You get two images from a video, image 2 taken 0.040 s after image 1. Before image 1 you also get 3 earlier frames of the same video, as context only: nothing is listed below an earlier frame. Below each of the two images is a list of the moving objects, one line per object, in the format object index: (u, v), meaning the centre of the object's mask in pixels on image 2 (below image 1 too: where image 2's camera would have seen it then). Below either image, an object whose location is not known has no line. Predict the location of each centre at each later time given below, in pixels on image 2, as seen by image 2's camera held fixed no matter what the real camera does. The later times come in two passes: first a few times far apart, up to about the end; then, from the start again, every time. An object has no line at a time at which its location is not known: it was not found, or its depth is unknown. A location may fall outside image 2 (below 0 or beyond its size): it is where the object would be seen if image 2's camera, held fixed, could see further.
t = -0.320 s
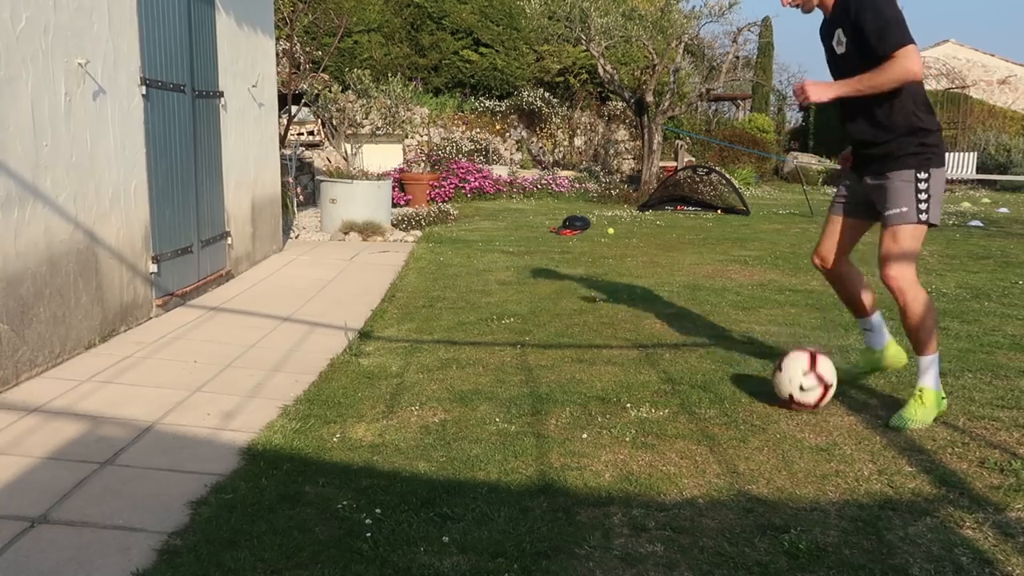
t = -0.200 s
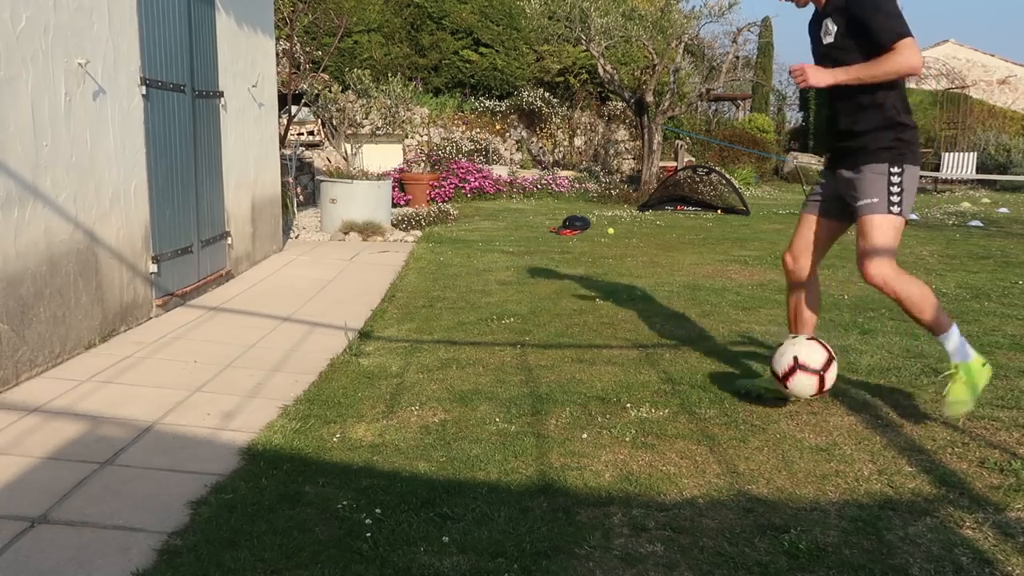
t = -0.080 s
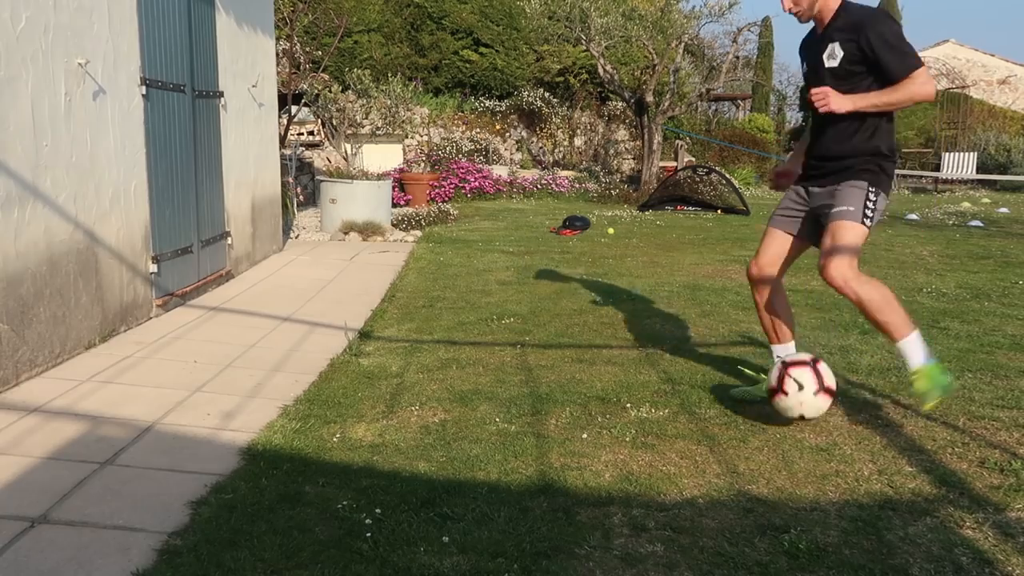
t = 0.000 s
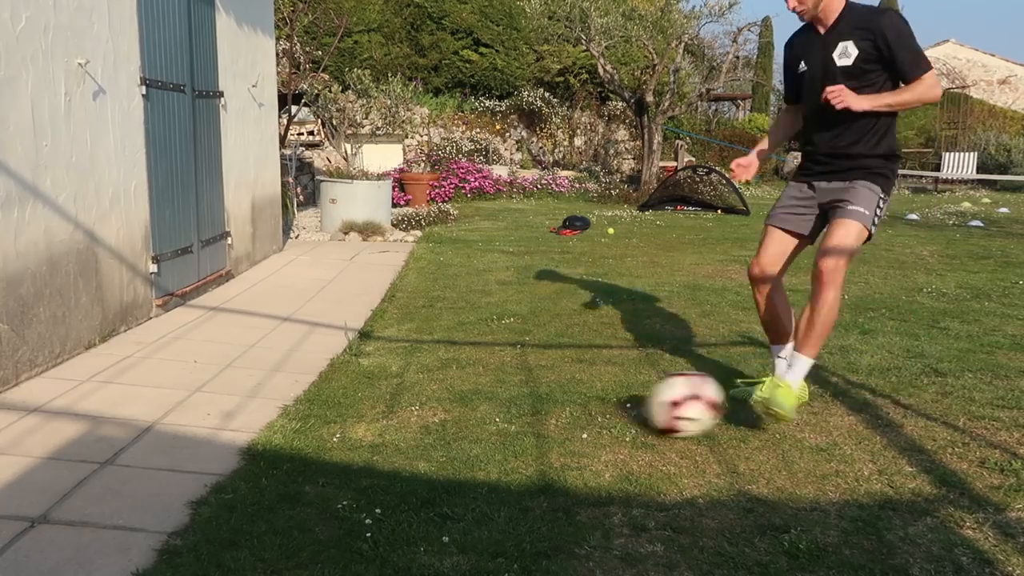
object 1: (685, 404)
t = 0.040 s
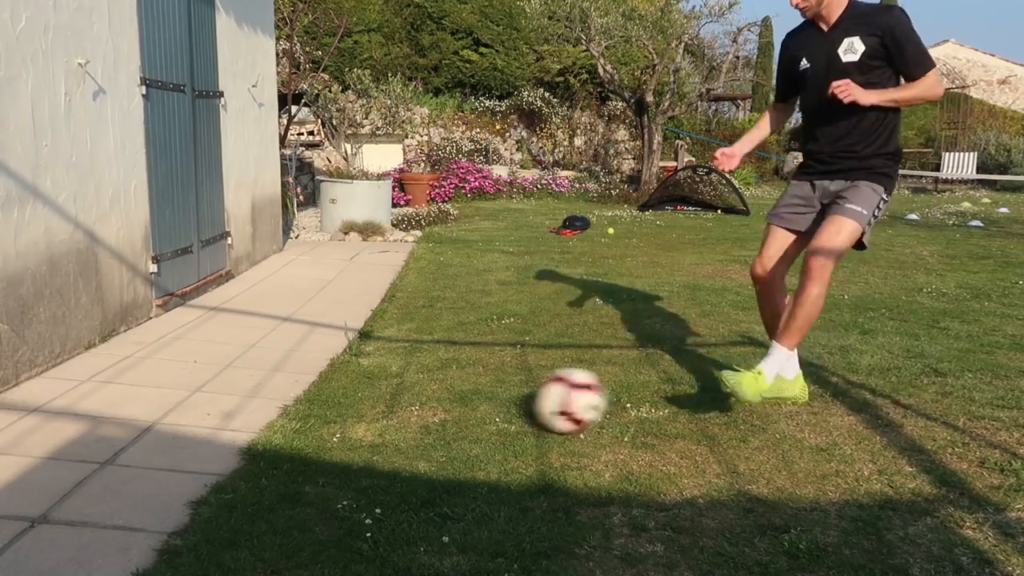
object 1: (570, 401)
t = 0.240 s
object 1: (122, 358)
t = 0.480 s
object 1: (270, 212)
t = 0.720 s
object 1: (604, 190)
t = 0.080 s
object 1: (467, 392)
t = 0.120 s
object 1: (366, 390)
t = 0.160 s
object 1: (270, 391)
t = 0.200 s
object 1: (187, 384)
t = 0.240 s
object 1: (122, 358)
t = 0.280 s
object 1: (55, 337)
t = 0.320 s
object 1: (36, 314)
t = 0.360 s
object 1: (93, 281)
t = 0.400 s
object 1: (154, 253)
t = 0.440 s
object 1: (210, 232)
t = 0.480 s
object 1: (270, 212)
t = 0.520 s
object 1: (325, 197)
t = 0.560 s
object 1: (383, 188)
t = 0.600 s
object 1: (438, 183)
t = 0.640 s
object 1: (495, 181)
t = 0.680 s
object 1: (550, 184)
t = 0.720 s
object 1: (604, 190)
